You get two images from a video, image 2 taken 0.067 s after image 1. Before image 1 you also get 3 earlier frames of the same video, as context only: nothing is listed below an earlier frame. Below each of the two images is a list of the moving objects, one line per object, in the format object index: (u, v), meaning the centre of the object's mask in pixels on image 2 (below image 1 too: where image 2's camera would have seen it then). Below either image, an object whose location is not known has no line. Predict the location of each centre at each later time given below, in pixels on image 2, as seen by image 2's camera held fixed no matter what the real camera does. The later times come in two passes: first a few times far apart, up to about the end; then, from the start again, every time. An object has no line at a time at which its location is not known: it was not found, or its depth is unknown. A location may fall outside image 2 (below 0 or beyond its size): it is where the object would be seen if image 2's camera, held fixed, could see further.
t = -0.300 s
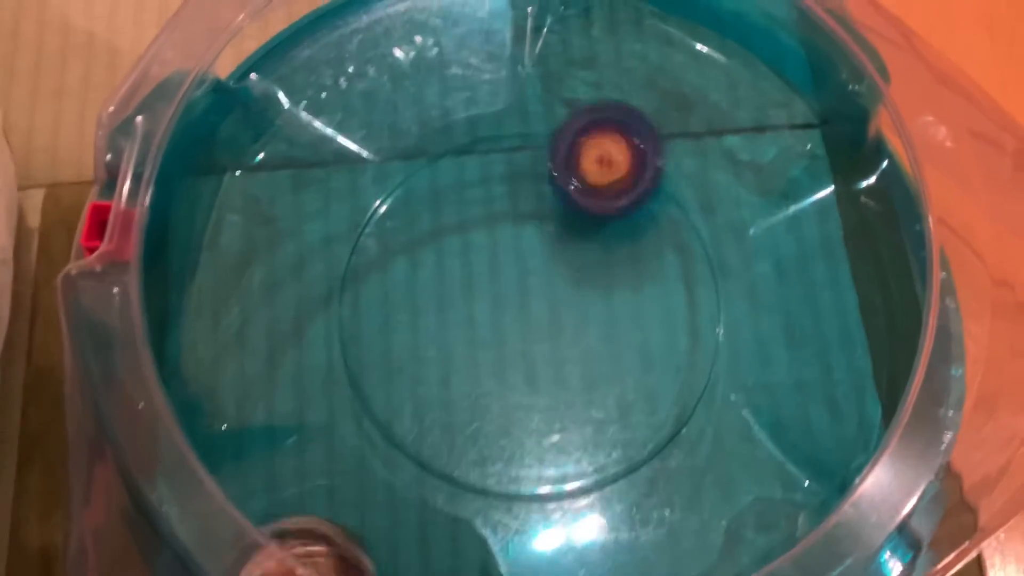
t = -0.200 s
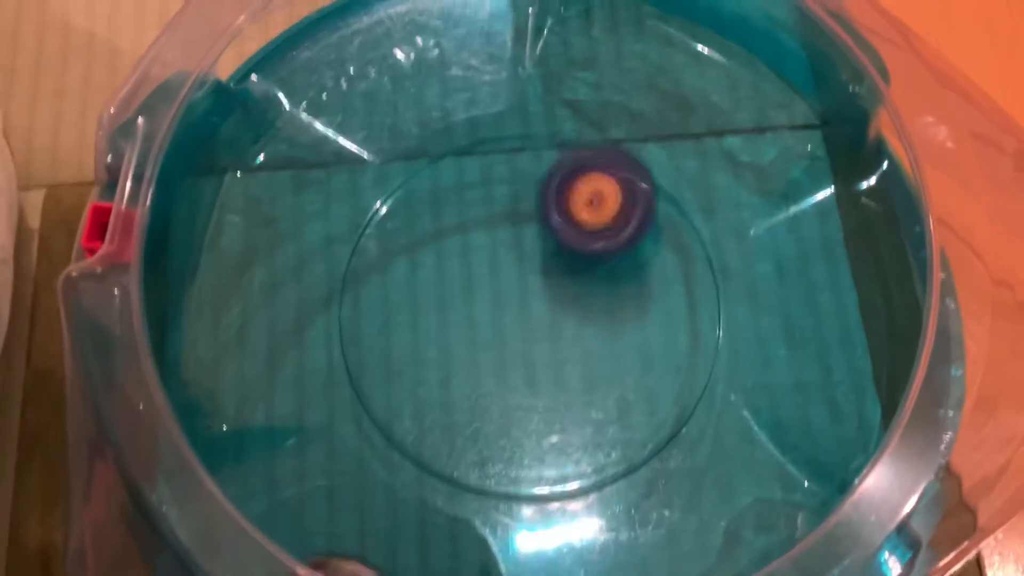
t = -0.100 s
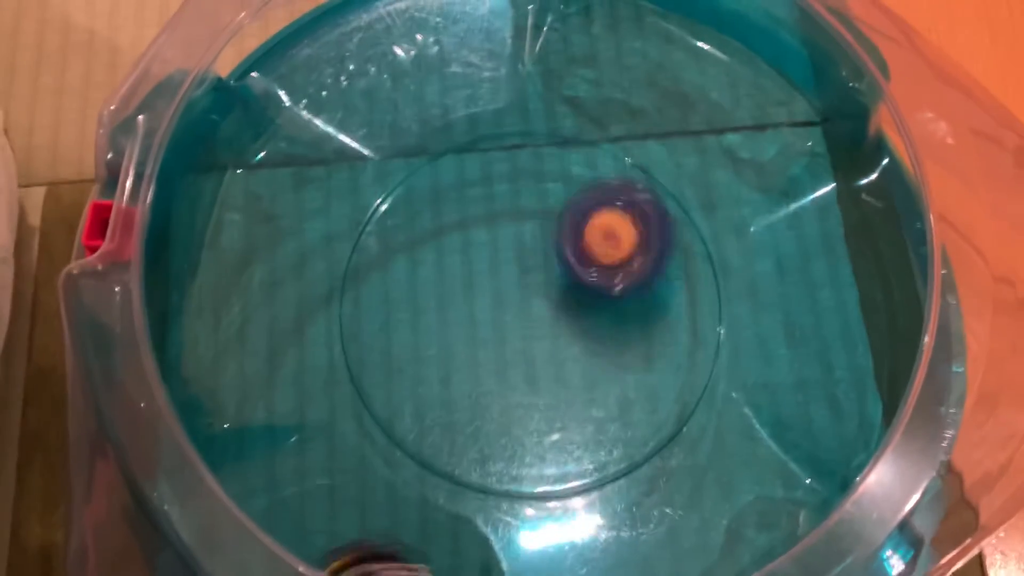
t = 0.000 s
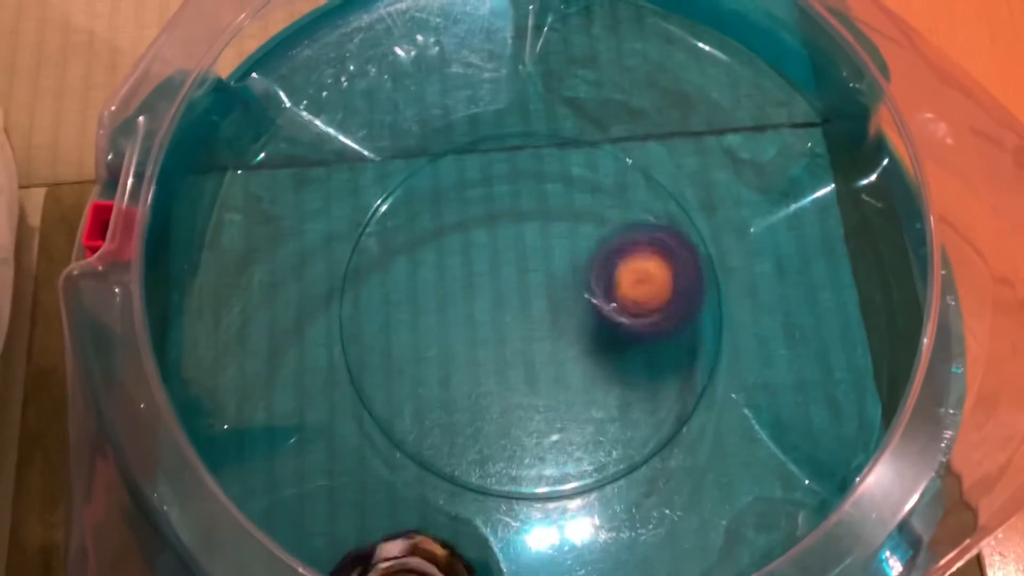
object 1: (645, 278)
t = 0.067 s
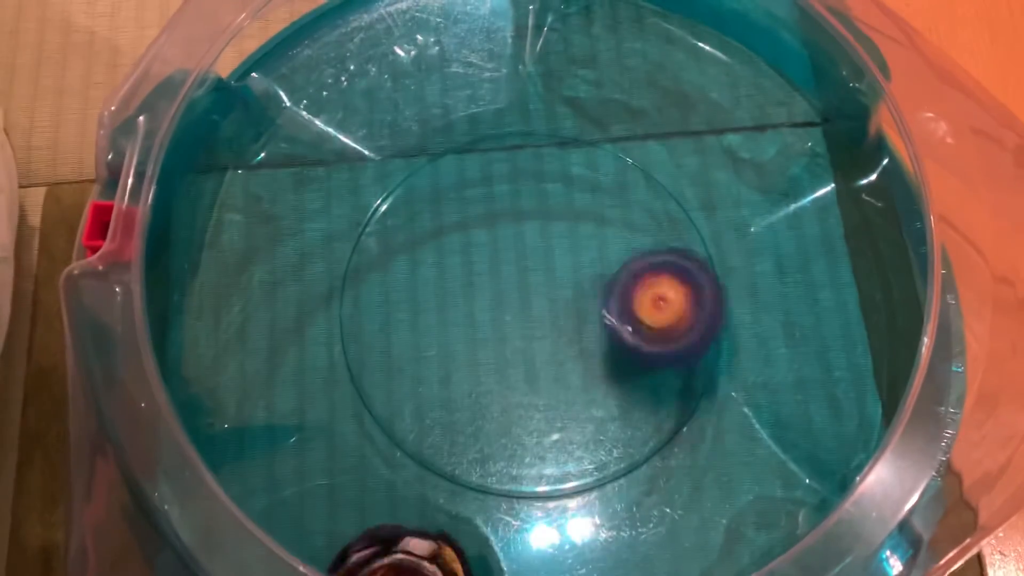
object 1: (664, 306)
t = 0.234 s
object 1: (657, 349)
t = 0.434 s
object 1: (583, 392)
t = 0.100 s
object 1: (668, 317)
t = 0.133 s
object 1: (669, 325)
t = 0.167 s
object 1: (667, 334)
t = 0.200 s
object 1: (662, 341)
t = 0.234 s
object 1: (657, 349)
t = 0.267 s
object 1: (649, 356)
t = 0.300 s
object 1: (637, 365)
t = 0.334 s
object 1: (624, 372)
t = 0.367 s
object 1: (612, 380)
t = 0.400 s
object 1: (598, 387)
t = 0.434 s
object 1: (583, 392)
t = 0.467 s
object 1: (567, 398)
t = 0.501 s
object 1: (552, 401)
